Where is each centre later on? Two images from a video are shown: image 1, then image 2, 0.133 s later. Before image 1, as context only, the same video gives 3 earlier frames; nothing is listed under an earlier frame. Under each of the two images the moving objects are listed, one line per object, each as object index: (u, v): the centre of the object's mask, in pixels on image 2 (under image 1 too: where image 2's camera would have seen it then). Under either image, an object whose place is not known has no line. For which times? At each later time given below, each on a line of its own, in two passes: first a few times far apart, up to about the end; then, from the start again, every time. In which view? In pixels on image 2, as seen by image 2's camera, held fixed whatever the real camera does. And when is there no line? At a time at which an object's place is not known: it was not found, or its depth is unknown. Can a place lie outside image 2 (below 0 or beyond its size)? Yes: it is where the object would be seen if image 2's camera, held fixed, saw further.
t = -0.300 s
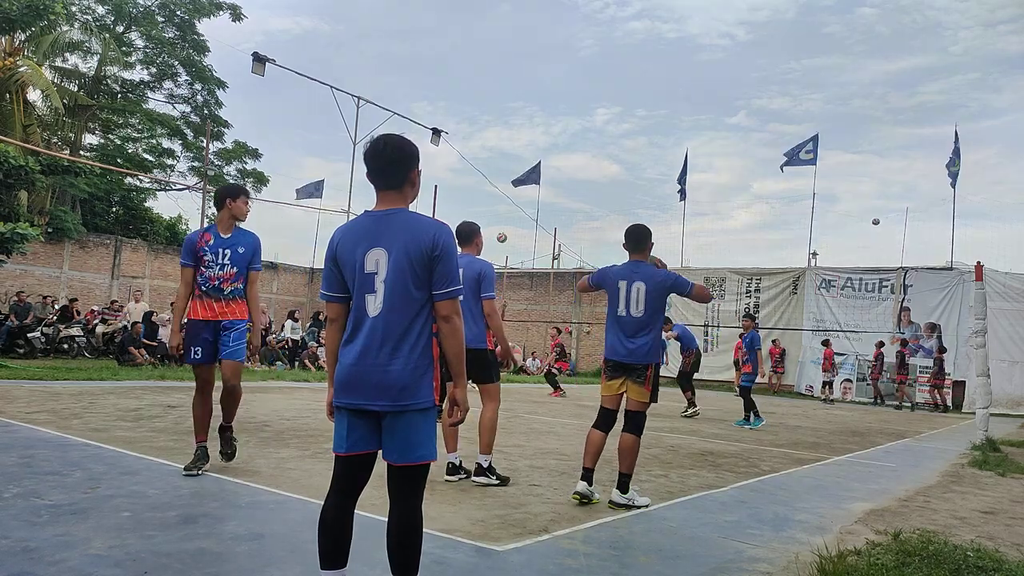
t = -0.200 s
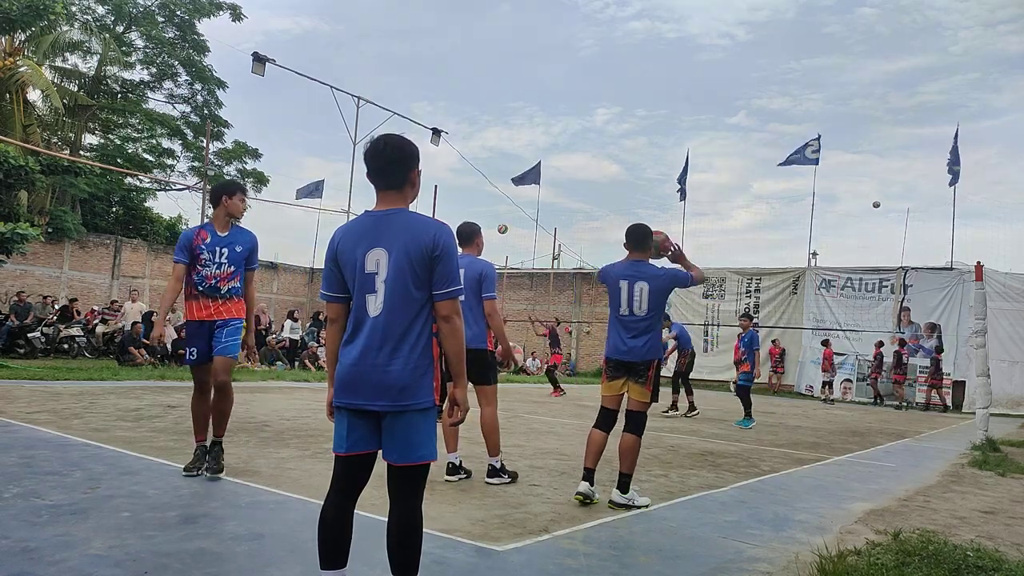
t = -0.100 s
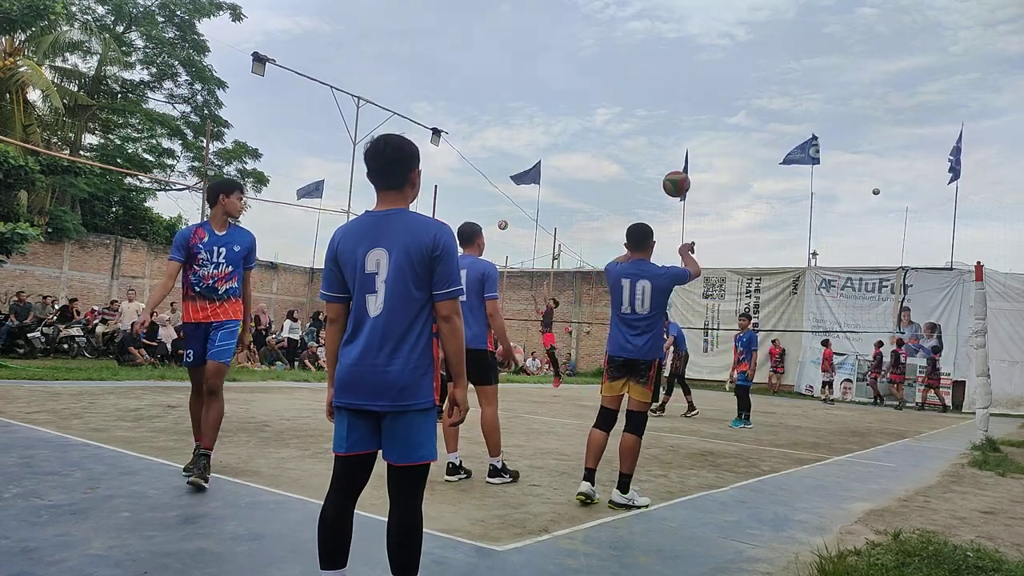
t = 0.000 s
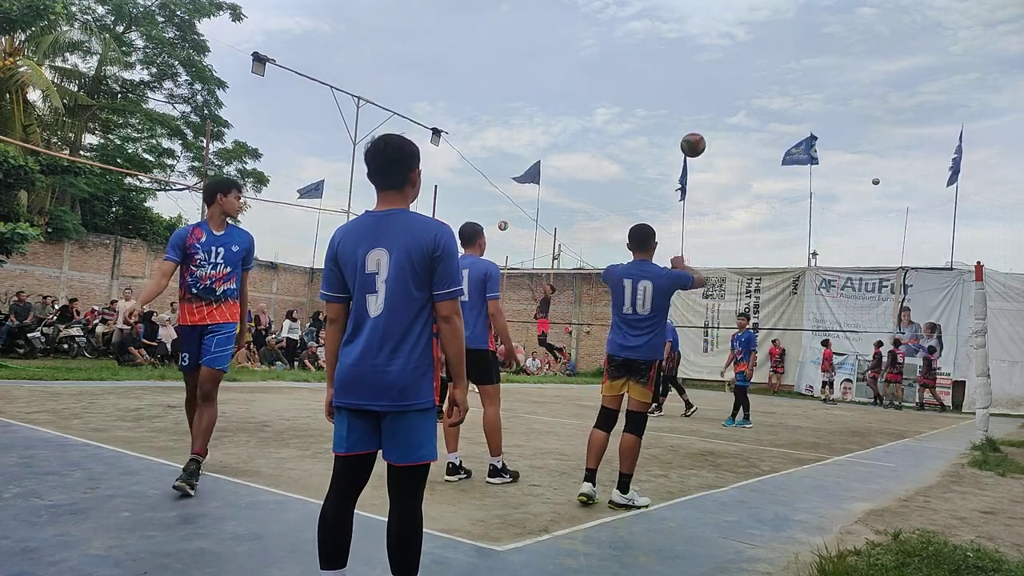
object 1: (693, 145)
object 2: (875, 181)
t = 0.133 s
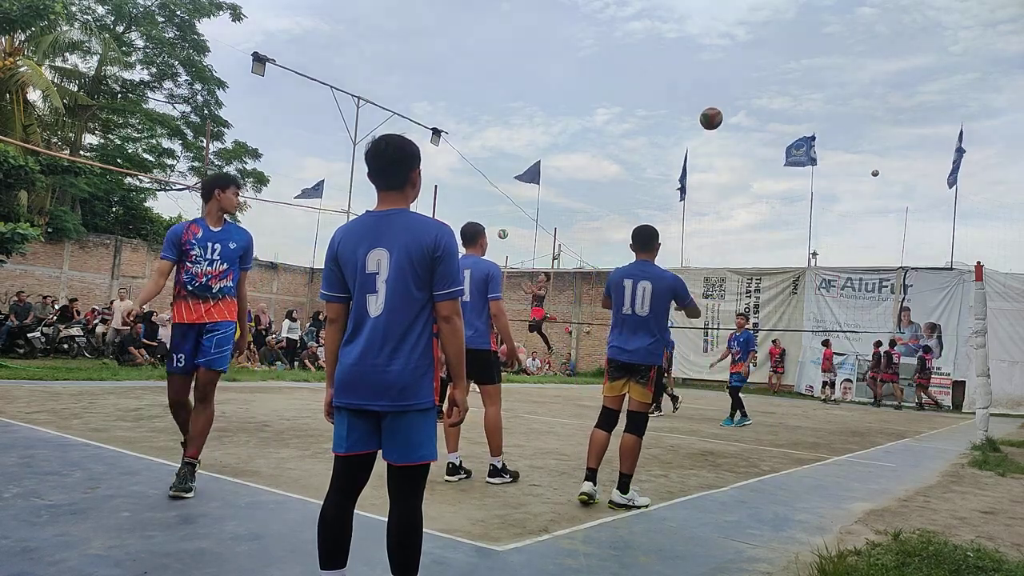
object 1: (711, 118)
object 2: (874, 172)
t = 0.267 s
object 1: (724, 113)
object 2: (874, 170)
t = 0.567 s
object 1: (744, 156)
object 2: (871, 184)
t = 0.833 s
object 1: (753, 235)
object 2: (867, 222)
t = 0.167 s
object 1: (715, 115)
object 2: (874, 171)
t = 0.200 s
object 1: (718, 114)
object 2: (874, 170)
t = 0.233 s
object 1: (721, 113)
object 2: (874, 170)
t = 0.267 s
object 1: (724, 113)
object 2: (874, 170)
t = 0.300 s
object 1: (727, 115)
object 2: (873, 170)
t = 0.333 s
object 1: (730, 117)
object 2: (873, 170)
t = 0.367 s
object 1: (732, 121)
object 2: (873, 171)
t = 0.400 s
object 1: (734, 125)
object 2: (872, 172)
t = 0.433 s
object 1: (736, 130)
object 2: (872, 174)
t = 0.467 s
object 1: (738, 135)
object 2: (872, 176)
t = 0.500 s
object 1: (740, 142)
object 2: (872, 178)
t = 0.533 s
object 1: (742, 148)
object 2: (871, 181)
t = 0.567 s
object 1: (744, 156)
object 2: (871, 184)
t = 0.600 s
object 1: (745, 164)
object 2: (870, 188)
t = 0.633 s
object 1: (747, 173)
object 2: (870, 191)
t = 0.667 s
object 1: (748, 182)
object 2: (870, 195)
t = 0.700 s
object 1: (749, 192)
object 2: (869, 200)
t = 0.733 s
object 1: (750, 202)
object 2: (868, 205)
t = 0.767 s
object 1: (751, 213)
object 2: (868, 210)
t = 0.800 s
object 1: (752, 224)
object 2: (868, 216)
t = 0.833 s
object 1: (753, 235)
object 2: (867, 222)
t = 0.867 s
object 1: (754, 247)
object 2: (866, 228)
